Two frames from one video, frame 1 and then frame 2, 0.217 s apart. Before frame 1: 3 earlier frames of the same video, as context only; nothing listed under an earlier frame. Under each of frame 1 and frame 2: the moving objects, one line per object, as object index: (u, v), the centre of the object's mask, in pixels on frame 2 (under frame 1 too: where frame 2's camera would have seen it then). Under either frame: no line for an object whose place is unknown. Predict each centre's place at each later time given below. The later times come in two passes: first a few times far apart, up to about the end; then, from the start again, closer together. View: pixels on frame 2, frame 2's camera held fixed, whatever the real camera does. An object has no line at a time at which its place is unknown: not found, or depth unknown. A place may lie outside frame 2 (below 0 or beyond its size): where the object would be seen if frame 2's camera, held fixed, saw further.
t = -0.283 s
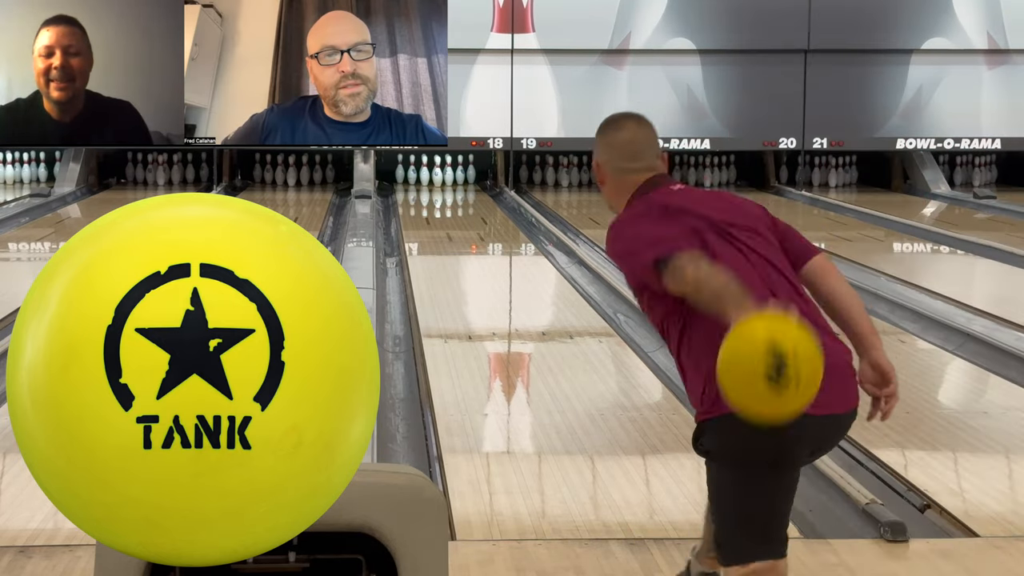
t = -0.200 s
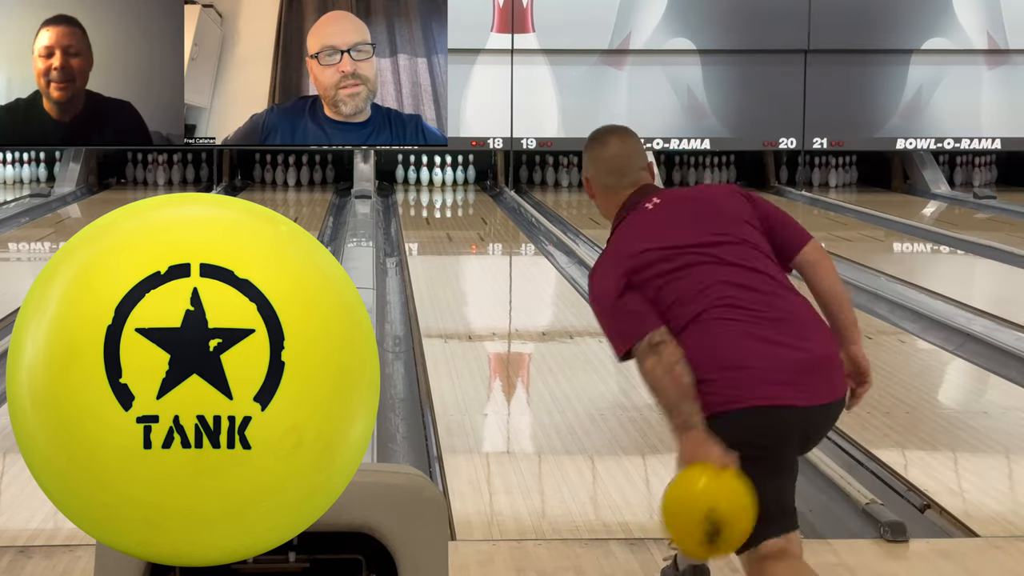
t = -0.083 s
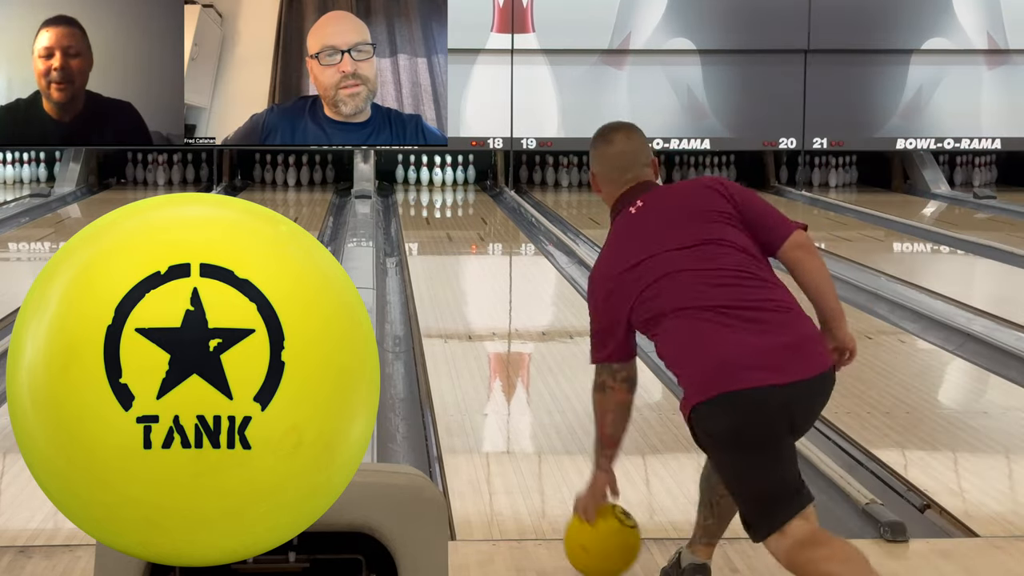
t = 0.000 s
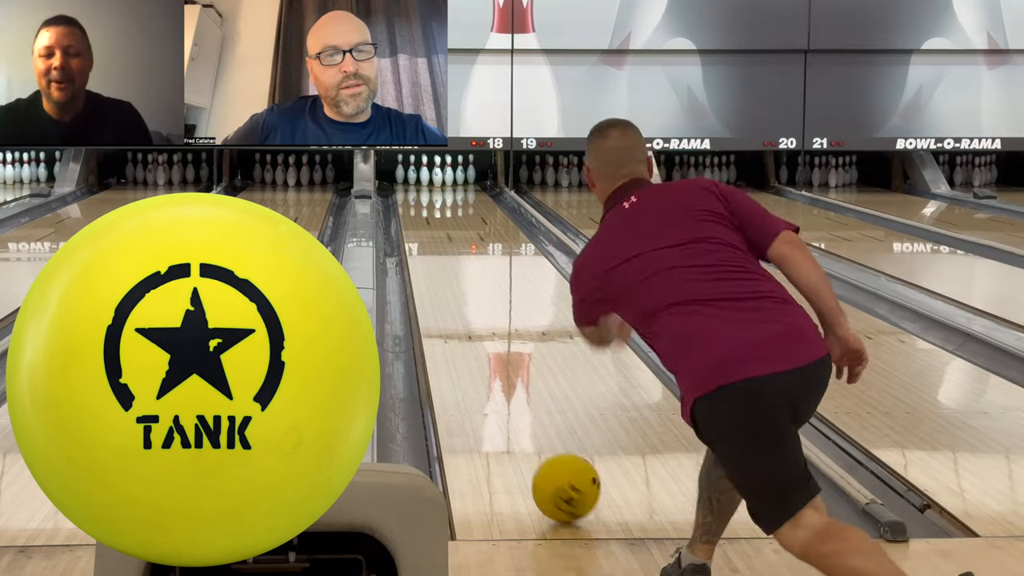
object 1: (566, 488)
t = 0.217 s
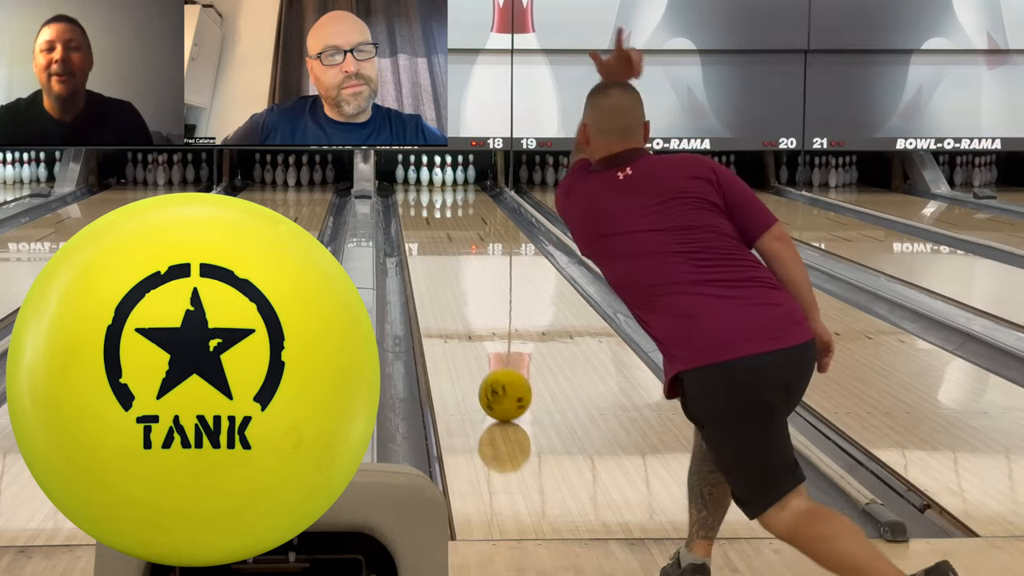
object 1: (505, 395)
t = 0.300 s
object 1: (489, 368)
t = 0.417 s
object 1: (471, 339)
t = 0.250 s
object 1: (498, 384)
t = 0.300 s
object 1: (489, 368)
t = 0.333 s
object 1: (484, 359)
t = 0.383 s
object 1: (476, 346)
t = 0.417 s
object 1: (471, 339)
